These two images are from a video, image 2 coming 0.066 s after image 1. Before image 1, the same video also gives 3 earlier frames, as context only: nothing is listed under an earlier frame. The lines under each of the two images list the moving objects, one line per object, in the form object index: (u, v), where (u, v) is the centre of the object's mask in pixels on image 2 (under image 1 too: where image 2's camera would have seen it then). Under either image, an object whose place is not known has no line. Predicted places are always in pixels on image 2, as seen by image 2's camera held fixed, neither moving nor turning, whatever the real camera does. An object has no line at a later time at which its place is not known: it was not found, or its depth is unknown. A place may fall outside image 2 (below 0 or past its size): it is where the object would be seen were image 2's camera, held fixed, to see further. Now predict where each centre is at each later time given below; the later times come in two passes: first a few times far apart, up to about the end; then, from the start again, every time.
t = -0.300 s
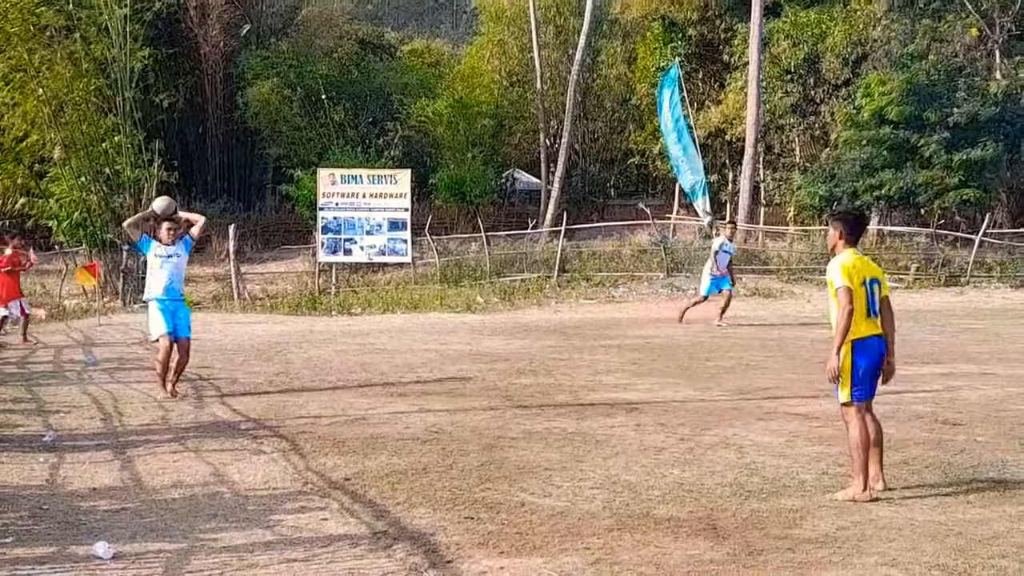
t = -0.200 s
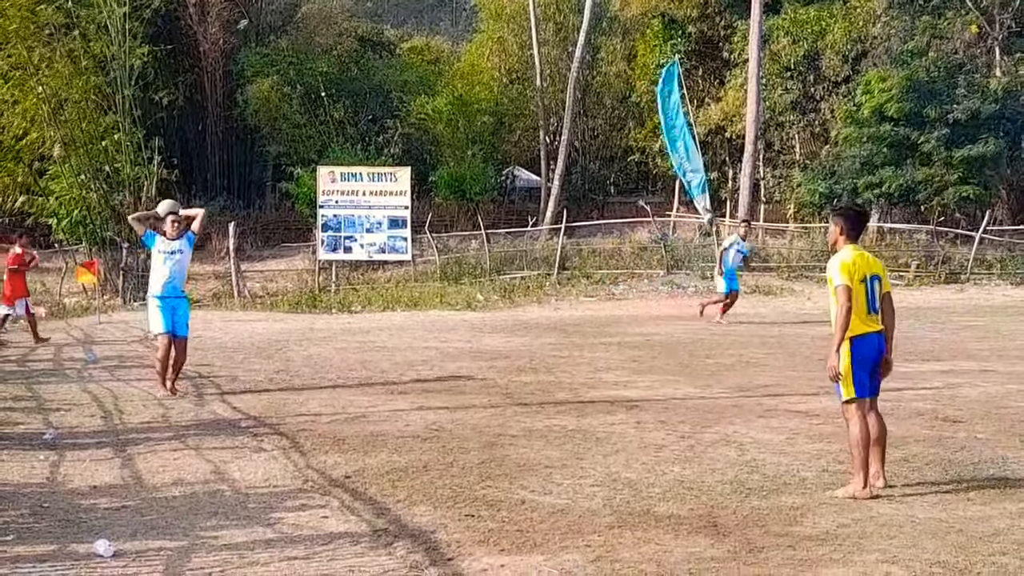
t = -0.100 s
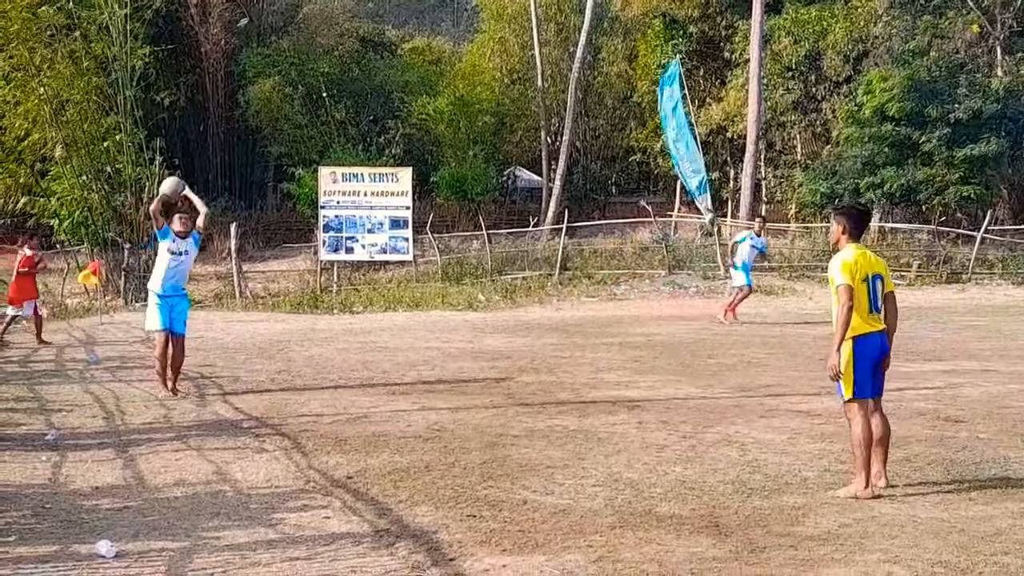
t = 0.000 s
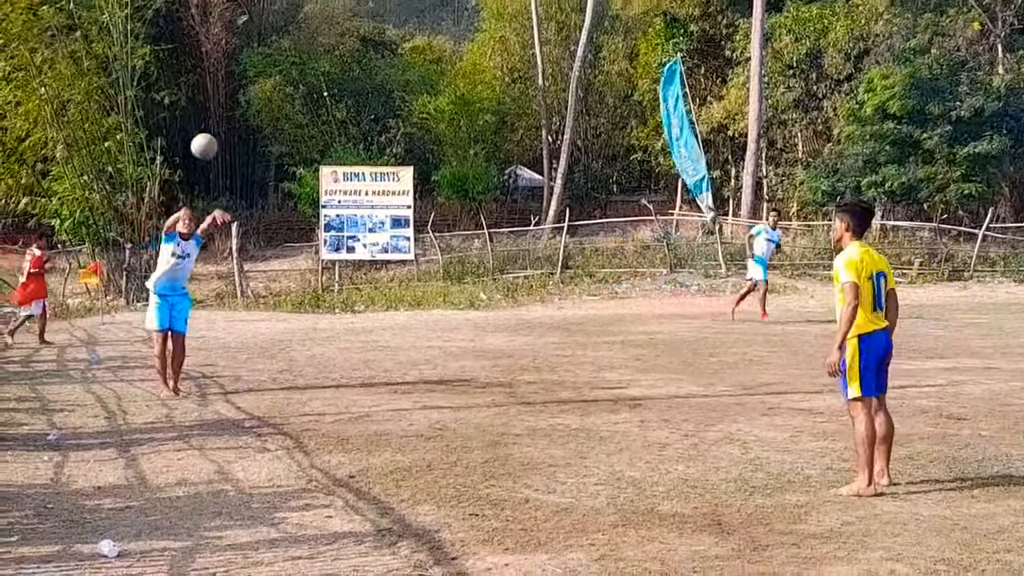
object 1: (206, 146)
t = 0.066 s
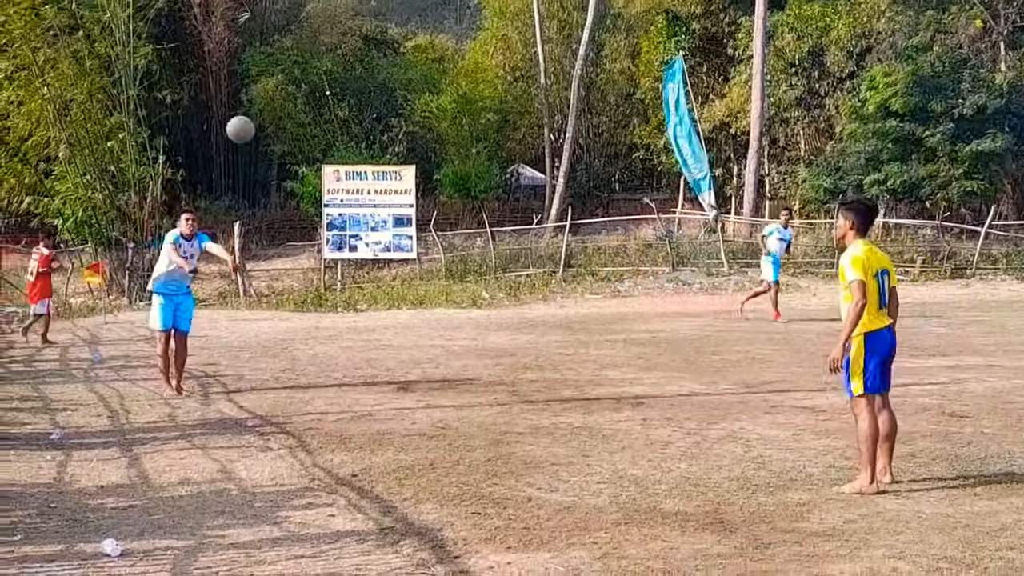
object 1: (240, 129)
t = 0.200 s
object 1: (322, 104)
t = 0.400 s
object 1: (479, 107)
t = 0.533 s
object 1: (625, 152)
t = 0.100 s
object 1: (259, 122)
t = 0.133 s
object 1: (279, 116)
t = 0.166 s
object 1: (300, 109)
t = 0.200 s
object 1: (322, 104)
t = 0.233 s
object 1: (343, 98)
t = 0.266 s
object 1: (366, 97)
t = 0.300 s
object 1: (391, 98)
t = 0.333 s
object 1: (419, 98)
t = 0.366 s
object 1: (447, 102)
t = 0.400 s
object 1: (479, 107)
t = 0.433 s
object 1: (512, 115)
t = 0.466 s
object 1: (547, 123)
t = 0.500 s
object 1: (585, 135)
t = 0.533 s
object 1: (625, 152)
